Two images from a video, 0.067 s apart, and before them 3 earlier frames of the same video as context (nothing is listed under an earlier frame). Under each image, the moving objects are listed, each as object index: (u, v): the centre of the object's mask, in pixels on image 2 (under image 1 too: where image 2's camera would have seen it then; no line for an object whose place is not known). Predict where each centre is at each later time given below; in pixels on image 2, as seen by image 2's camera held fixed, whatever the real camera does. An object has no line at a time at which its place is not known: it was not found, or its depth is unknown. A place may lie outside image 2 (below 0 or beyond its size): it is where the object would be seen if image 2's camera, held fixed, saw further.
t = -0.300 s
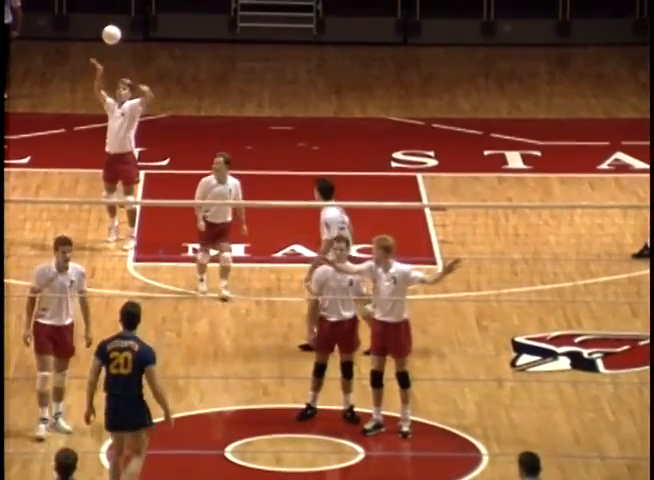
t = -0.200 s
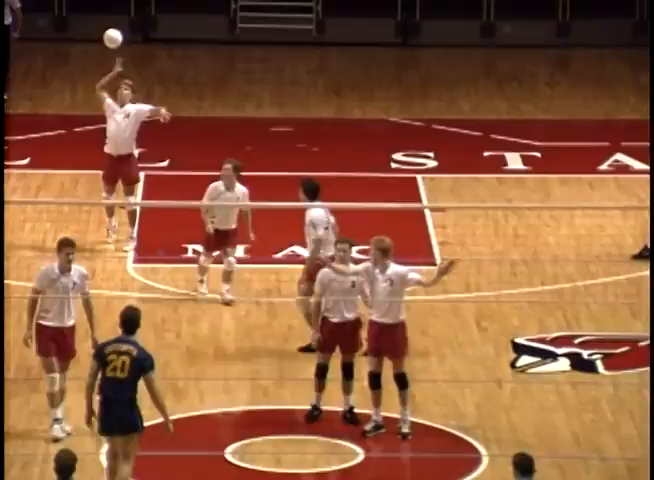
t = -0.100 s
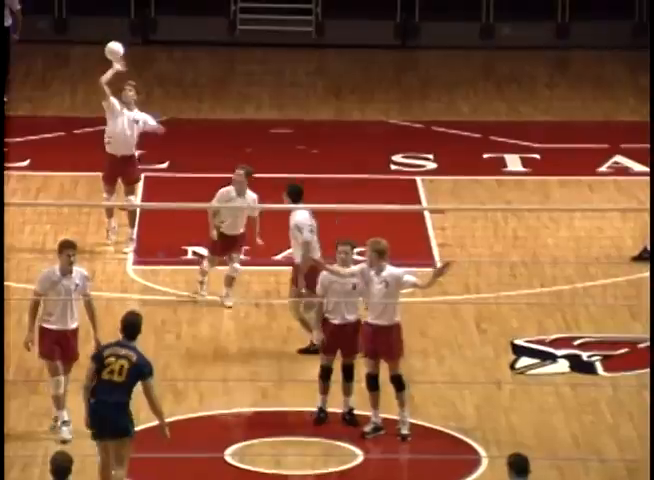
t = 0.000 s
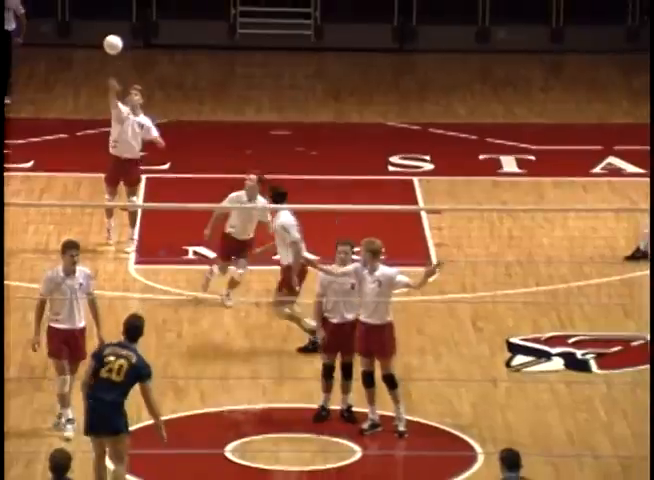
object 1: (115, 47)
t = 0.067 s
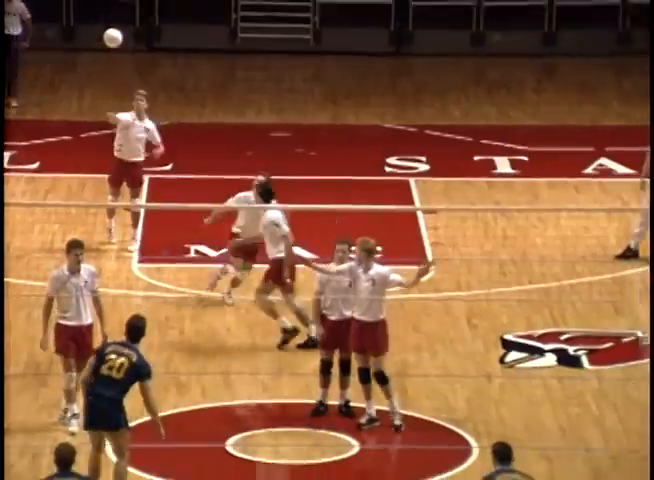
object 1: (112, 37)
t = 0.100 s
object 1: (110, 32)
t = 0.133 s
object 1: (109, 29)
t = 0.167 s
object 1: (107, 27)
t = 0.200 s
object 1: (105, 26)
